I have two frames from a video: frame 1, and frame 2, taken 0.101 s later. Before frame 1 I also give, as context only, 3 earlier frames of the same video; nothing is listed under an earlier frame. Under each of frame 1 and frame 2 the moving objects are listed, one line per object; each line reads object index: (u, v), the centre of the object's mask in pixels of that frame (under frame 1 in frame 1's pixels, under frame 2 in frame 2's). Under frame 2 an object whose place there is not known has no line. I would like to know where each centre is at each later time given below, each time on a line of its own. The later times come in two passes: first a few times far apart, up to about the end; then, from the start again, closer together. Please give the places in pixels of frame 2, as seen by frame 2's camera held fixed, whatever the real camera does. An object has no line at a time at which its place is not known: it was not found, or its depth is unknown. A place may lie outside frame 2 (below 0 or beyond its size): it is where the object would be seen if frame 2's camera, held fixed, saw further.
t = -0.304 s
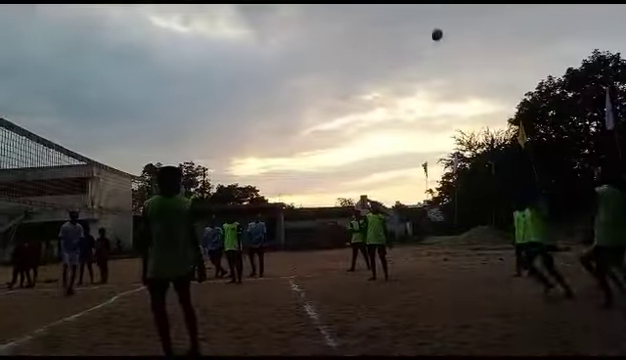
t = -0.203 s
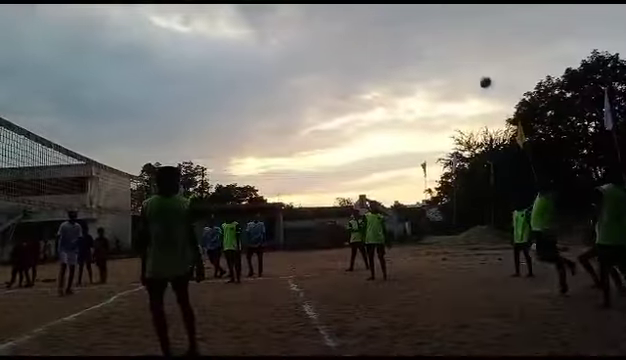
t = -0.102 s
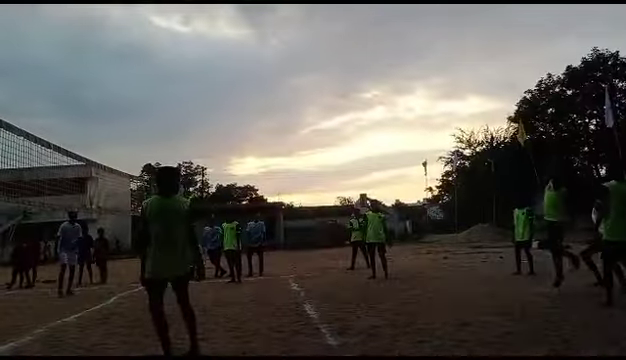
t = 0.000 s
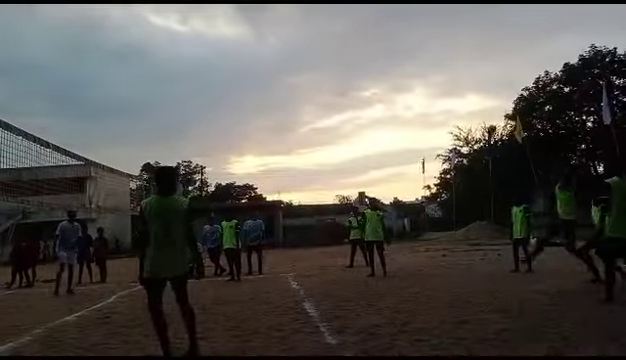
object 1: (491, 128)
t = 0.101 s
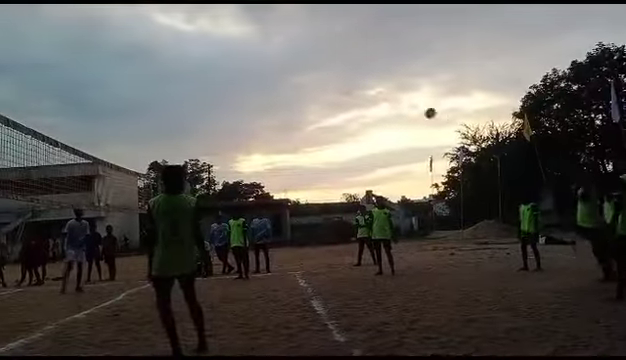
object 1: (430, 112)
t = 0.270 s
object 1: (321, 103)
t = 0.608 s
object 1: (116, 142)
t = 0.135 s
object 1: (408, 108)
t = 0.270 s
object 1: (321, 103)
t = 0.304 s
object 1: (300, 104)
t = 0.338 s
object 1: (279, 105)
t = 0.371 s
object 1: (257, 107)
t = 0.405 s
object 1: (236, 109)
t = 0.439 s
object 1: (216, 112)
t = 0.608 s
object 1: (116, 142)
